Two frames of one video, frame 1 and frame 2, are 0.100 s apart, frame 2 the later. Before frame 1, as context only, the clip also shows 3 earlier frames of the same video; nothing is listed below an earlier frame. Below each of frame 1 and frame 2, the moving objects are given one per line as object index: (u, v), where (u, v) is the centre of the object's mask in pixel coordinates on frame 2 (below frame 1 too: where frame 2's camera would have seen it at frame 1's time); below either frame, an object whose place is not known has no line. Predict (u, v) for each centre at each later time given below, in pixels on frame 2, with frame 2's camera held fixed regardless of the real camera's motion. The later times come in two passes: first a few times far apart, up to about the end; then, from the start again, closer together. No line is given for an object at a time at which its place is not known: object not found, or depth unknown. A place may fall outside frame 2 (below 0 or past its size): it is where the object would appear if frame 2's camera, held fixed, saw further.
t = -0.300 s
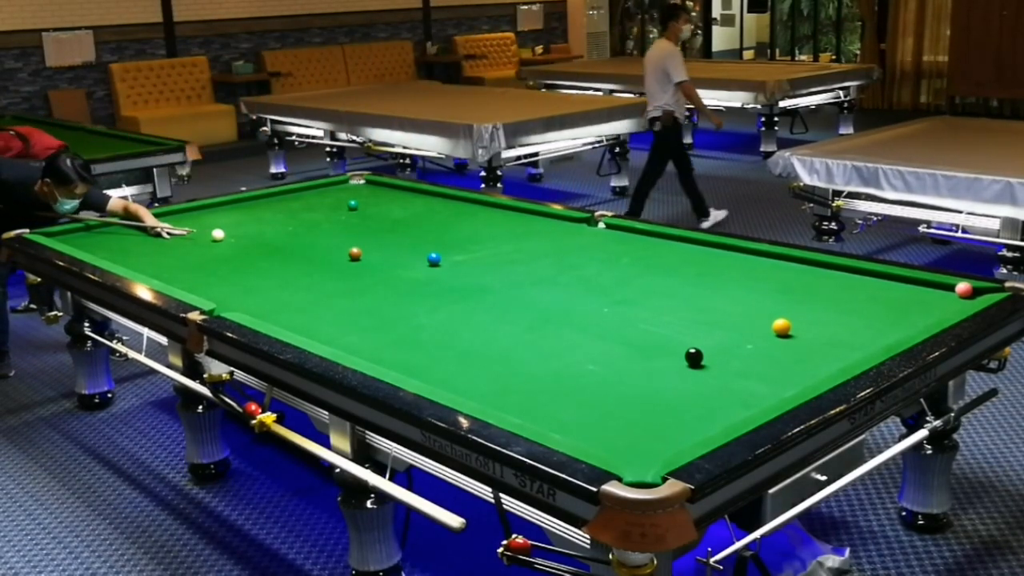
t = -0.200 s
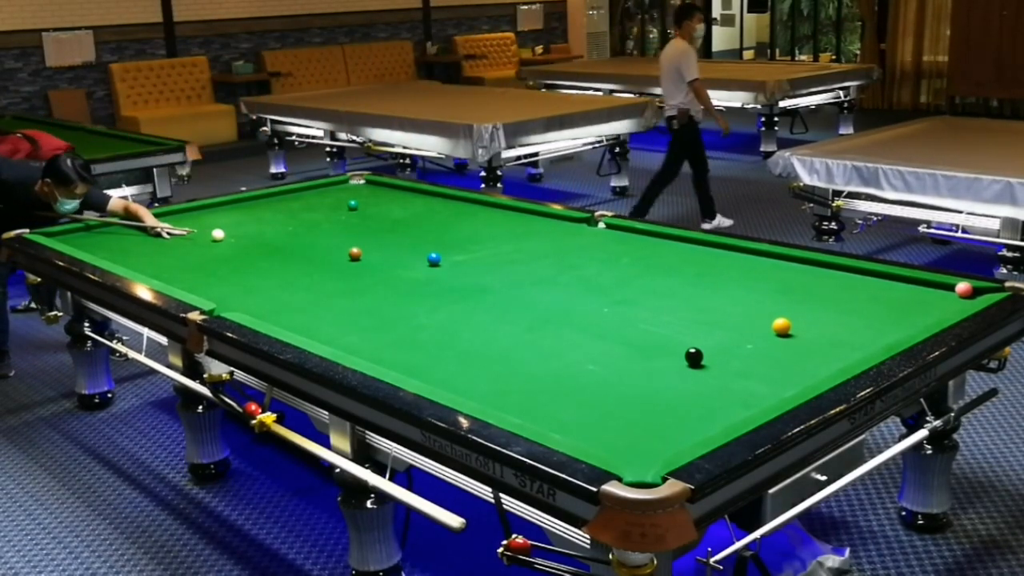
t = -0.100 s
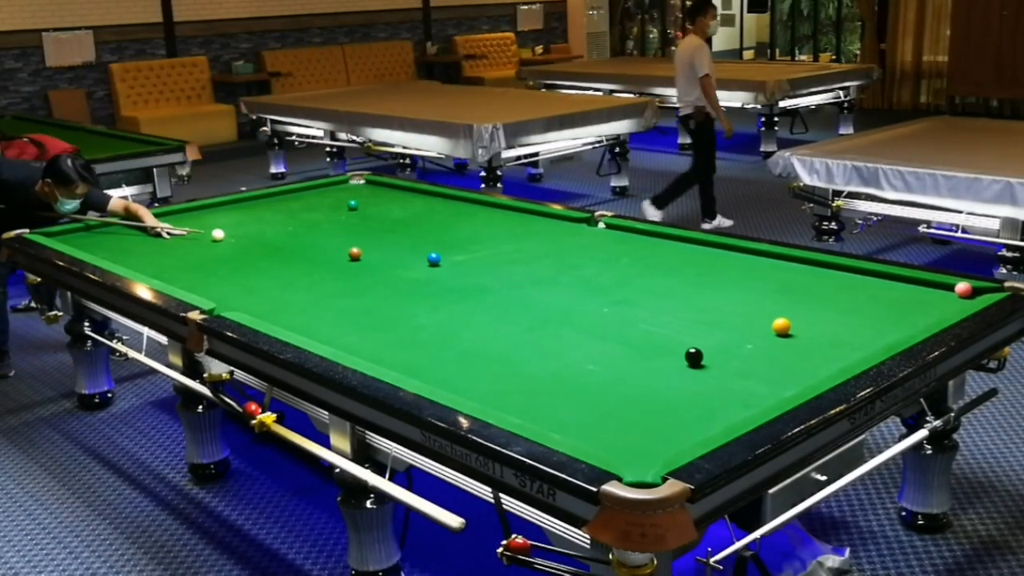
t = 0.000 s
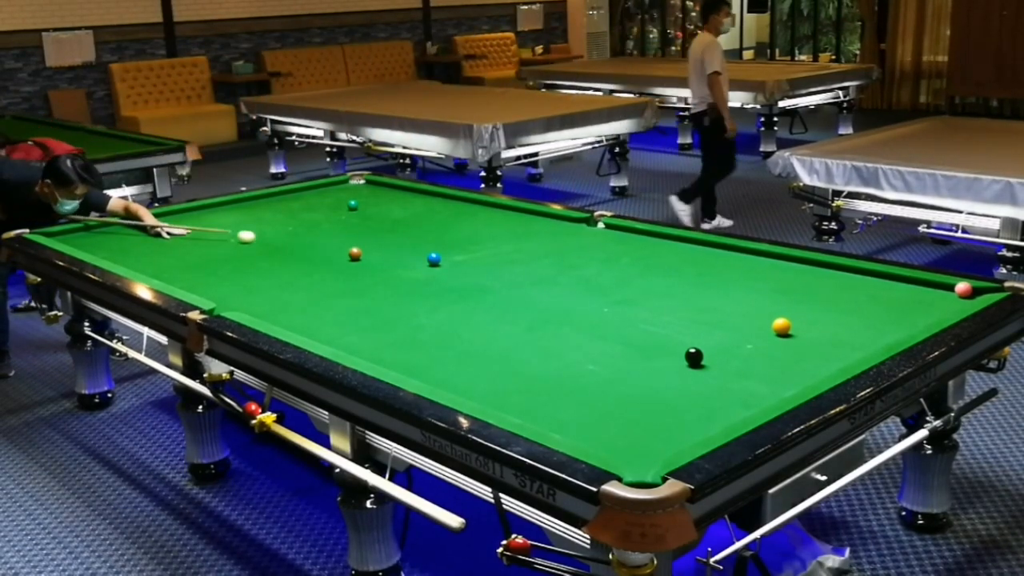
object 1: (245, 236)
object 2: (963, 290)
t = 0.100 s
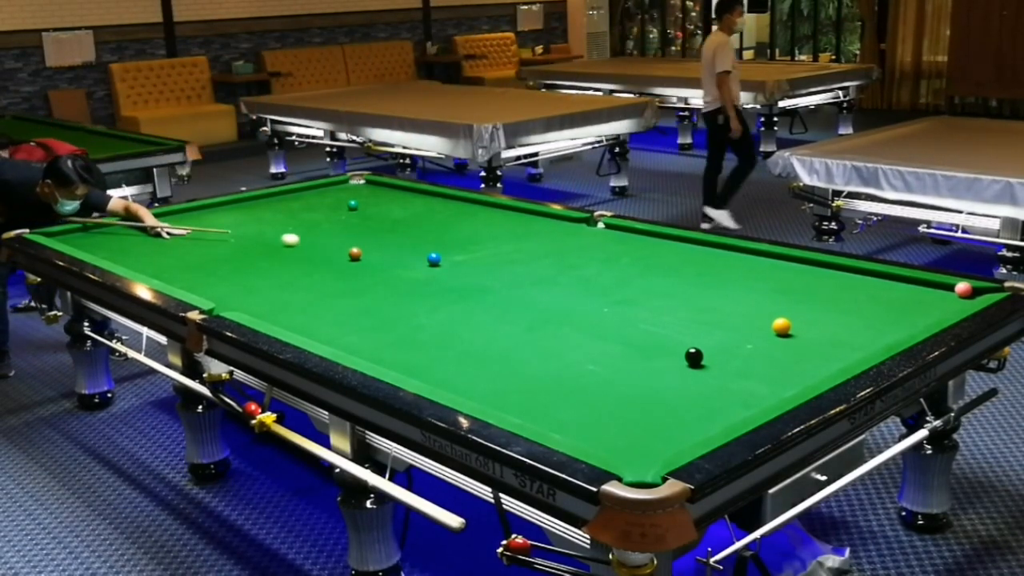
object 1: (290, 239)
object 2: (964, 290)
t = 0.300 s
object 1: (381, 246)
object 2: (964, 290)
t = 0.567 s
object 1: (513, 255)
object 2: (964, 290)
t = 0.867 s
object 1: (677, 267)
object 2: (963, 289)
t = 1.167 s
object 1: (861, 280)
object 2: (964, 289)
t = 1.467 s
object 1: (941, 292)
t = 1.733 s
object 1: (955, 303)
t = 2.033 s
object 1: (926, 307)
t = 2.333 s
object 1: (896, 308)
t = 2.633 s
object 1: (868, 310)
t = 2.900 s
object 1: (846, 311)
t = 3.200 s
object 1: (824, 313)
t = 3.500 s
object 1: (805, 314)
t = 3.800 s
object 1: (790, 314)
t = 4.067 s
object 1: (776, 314)
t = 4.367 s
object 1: (765, 317)
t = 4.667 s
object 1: (757, 318)
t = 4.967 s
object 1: (751, 319)
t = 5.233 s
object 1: (748, 319)
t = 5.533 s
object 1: (746, 319)
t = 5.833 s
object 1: (746, 319)
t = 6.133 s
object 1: (747, 319)
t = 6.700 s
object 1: (747, 319)
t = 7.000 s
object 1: (747, 319)
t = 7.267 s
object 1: (747, 319)
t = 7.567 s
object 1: (746, 320)
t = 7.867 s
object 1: (747, 319)
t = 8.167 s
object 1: (746, 319)
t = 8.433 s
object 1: (746, 319)
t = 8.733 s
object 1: (746, 319)
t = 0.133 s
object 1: (305, 241)
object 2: (963, 290)
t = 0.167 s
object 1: (319, 241)
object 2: (964, 290)
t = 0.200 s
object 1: (334, 243)
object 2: (963, 290)
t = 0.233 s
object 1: (350, 243)
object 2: (963, 290)
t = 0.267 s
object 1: (366, 245)
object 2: (964, 290)
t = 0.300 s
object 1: (381, 246)
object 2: (964, 290)
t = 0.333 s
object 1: (397, 247)
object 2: (963, 290)
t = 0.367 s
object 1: (413, 248)
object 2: (964, 290)
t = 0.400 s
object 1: (429, 248)
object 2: (964, 290)
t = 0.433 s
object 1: (446, 250)
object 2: (963, 290)
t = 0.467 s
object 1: (463, 252)
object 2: (964, 290)
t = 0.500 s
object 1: (479, 253)
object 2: (963, 290)
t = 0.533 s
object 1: (496, 254)
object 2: (963, 290)
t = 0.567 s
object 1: (513, 255)
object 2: (964, 290)
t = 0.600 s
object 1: (530, 257)
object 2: (963, 290)
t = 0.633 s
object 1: (548, 258)
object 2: (964, 290)
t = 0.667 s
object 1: (566, 259)
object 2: (964, 290)
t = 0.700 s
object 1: (583, 261)
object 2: (964, 290)
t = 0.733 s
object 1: (601, 262)
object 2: (964, 290)
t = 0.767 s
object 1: (620, 263)
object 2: (964, 290)
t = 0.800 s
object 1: (639, 264)
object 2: (963, 289)
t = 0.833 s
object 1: (658, 266)
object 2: (963, 289)
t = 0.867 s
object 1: (677, 267)
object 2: (963, 289)
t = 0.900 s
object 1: (697, 268)
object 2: (963, 290)
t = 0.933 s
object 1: (716, 270)
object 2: (963, 290)
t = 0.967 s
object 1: (737, 271)
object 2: (964, 290)
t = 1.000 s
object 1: (756, 272)
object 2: (963, 290)
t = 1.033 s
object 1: (777, 274)
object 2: (964, 290)
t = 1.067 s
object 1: (798, 275)
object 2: (963, 289)
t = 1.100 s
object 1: (819, 277)
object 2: (964, 289)
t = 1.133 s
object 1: (840, 278)
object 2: (964, 289)
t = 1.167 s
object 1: (861, 280)
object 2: (964, 289)
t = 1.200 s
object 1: (882, 281)
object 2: (964, 289)
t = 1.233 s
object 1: (905, 283)
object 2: (963, 289)
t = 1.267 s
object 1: (927, 285)
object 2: (964, 289)
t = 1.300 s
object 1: (946, 286)
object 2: (966, 289)
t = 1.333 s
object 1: (946, 287)
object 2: (982, 290)
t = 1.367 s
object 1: (943, 288)
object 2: (993, 292)
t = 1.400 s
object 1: (942, 290)
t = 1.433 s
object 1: (941, 291)
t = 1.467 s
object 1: (941, 292)
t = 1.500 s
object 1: (942, 294)
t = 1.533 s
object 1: (944, 295)
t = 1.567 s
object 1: (946, 297)
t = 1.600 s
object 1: (948, 298)
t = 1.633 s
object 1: (951, 300)
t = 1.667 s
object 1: (952, 301)
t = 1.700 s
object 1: (954, 302)
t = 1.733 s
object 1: (955, 303)
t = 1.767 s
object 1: (954, 303)
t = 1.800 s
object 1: (951, 304)
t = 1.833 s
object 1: (948, 305)
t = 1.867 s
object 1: (944, 305)
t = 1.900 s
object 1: (941, 306)
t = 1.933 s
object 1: (937, 306)
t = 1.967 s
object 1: (934, 306)
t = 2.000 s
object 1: (930, 306)
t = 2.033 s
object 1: (926, 307)
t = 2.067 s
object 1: (923, 307)
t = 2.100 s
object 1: (920, 307)
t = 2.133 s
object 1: (916, 307)
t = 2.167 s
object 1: (913, 307)
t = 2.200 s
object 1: (909, 308)
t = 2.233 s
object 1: (906, 308)
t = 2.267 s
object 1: (902, 308)
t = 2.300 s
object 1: (899, 308)
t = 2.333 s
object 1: (896, 308)
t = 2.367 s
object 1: (893, 308)
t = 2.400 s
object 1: (890, 308)
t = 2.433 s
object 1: (886, 309)
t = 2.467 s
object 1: (883, 309)
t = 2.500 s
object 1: (880, 309)
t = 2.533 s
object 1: (877, 309)
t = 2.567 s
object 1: (874, 309)
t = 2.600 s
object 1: (871, 310)
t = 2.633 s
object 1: (868, 310)
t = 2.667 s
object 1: (866, 310)
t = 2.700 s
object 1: (863, 310)
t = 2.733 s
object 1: (860, 310)
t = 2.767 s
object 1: (857, 311)
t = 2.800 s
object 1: (854, 310)
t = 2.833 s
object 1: (852, 311)
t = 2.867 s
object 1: (849, 311)
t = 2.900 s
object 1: (846, 311)
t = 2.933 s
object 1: (844, 311)
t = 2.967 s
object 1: (841, 311)
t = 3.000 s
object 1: (839, 311)
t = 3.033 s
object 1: (836, 312)
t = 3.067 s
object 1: (834, 312)
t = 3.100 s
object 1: (832, 313)
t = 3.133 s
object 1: (829, 313)
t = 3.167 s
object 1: (827, 313)
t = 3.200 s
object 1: (824, 313)
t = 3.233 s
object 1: (822, 313)
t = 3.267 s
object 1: (820, 313)
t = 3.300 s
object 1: (818, 313)
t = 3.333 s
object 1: (816, 313)
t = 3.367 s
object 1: (814, 313)
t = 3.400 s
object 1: (811, 314)
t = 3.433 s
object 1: (809, 313)
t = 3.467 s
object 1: (807, 314)
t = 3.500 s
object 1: (805, 314)
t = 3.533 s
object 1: (803, 314)
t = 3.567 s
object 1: (801, 314)
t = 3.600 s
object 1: (800, 314)
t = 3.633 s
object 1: (798, 314)
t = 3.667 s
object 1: (796, 315)
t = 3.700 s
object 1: (794, 315)
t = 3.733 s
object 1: (793, 315)
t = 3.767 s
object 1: (791, 314)
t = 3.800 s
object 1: (790, 314)
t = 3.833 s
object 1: (788, 314)
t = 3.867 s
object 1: (786, 314)
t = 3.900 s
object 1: (785, 314)
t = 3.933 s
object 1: (783, 314)
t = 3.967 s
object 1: (781, 314)
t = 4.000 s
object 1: (779, 314)
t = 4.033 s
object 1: (778, 314)
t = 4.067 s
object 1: (776, 314)
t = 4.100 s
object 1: (774, 315)
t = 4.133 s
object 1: (773, 315)
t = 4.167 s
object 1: (771, 315)
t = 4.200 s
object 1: (770, 316)
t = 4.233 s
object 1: (769, 316)
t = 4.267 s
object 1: (768, 316)
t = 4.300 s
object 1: (767, 316)
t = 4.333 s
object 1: (766, 317)
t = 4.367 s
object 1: (765, 317)
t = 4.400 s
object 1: (764, 317)
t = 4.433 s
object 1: (763, 317)
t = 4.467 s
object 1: (762, 317)
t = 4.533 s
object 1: (761, 318)
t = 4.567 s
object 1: (760, 318)
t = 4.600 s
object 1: (759, 318)
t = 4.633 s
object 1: (758, 318)
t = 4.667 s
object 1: (757, 318)
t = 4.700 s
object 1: (757, 318)
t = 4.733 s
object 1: (756, 318)
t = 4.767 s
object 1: (755, 318)
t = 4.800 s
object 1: (754, 318)
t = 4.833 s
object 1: (754, 319)
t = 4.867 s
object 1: (753, 319)
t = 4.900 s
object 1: (752, 319)
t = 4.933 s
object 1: (752, 319)
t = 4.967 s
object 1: (751, 319)
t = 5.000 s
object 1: (751, 319)
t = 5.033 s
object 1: (750, 319)
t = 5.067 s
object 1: (750, 319)
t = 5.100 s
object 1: (749, 319)
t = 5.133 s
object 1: (749, 319)
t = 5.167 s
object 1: (748, 319)
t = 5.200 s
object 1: (748, 319)
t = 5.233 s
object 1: (748, 319)
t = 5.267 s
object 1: (747, 319)
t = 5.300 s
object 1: (747, 319)
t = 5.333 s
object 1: (747, 319)
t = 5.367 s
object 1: (747, 319)
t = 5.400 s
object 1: (747, 319)
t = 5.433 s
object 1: (746, 319)
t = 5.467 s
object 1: (746, 319)
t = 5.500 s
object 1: (746, 319)
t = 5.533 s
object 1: (746, 319)
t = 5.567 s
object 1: (746, 319)
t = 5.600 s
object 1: (746, 319)
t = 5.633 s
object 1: (746, 319)
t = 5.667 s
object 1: (746, 319)
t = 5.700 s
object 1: (746, 319)
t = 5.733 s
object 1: (746, 319)
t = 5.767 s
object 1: (746, 319)
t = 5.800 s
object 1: (746, 319)
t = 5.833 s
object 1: (746, 319)
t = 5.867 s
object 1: (746, 319)
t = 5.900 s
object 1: (746, 319)
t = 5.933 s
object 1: (746, 319)
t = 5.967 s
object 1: (746, 319)
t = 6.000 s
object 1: (746, 319)
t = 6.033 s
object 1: (746, 319)
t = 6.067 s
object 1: (746, 319)
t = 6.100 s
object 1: (747, 319)
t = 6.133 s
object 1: (747, 319)
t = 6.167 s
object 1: (746, 319)
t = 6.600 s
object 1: (746, 319)
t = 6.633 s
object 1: (747, 319)
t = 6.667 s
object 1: (746, 319)
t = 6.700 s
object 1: (747, 319)
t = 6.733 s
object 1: (747, 319)
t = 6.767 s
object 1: (747, 319)
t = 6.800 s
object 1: (747, 319)
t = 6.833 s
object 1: (747, 319)
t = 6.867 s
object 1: (746, 319)
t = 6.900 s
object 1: (747, 319)
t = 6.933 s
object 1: (747, 319)
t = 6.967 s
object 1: (747, 319)
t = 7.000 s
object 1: (747, 319)
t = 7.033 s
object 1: (747, 320)
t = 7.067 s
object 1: (747, 320)
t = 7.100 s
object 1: (747, 320)
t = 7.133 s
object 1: (747, 320)
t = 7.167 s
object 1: (747, 320)
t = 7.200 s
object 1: (747, 320)
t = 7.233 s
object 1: (747, 320)
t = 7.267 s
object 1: (747, 319)
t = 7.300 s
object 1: (747, 319)
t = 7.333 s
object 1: (747, 319)
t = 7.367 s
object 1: (747, 320)
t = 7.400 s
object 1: (747, 319)
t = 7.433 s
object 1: (747, 319)
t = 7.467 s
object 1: (746, 319)
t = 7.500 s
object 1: (746, 319)
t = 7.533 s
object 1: (746, 319)
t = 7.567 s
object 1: (746, 320)
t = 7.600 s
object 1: (746, 320)
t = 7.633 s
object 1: (746, 320)
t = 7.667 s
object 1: (747, 320)
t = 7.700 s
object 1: (747, 319)
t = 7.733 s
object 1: (747, 319)
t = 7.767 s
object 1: (747, 319)
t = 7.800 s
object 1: (747, 319)
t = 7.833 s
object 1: (747, 319)
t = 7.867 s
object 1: (747, 319)
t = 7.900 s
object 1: (747, 319)
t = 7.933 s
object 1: (746, 319)
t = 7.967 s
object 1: (746, 319)
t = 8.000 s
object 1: (746, 319)
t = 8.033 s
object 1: (746, 319)
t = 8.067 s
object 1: (746, 319)
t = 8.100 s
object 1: (746, 319)
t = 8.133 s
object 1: (746, 319)
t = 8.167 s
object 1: (746, 319)
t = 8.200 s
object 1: (746, 319)
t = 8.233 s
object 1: (746, 319)
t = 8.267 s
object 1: (746, 319)
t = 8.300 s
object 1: (746, 319)
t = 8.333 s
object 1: (746, 319)
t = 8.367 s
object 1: (746, 319)
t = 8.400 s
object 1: (746, 319)
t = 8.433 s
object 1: (746, 319)
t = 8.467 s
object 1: (746, 319)
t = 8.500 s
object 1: (746, 319)
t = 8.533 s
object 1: (746, 319)
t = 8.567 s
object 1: (746, 319)
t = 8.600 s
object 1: (746, 319)
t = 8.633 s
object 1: (746, 319)
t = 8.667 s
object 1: (746, 319)
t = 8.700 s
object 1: (746, 319)
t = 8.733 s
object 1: (746, 319)
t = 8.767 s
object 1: (746, 319)
